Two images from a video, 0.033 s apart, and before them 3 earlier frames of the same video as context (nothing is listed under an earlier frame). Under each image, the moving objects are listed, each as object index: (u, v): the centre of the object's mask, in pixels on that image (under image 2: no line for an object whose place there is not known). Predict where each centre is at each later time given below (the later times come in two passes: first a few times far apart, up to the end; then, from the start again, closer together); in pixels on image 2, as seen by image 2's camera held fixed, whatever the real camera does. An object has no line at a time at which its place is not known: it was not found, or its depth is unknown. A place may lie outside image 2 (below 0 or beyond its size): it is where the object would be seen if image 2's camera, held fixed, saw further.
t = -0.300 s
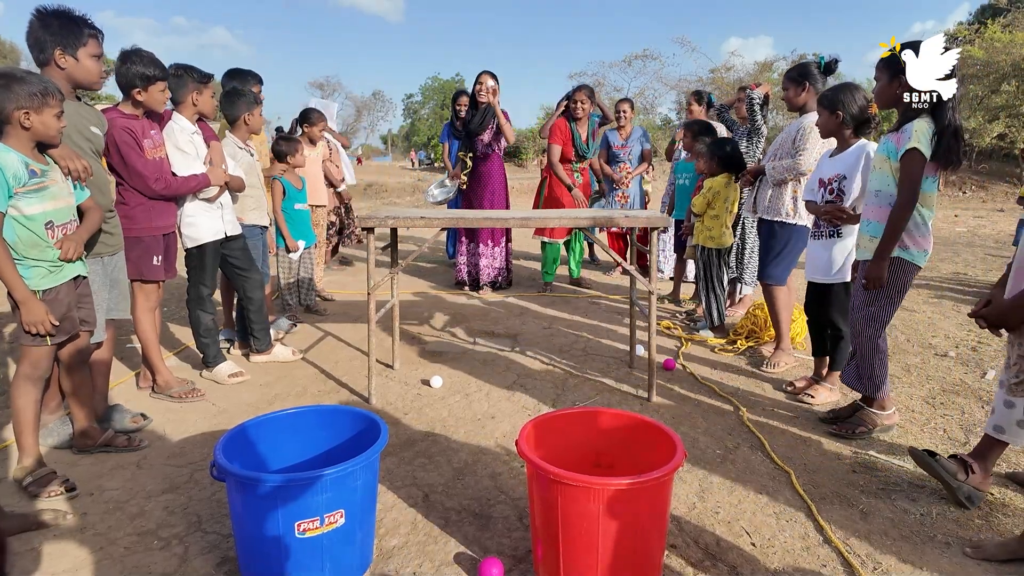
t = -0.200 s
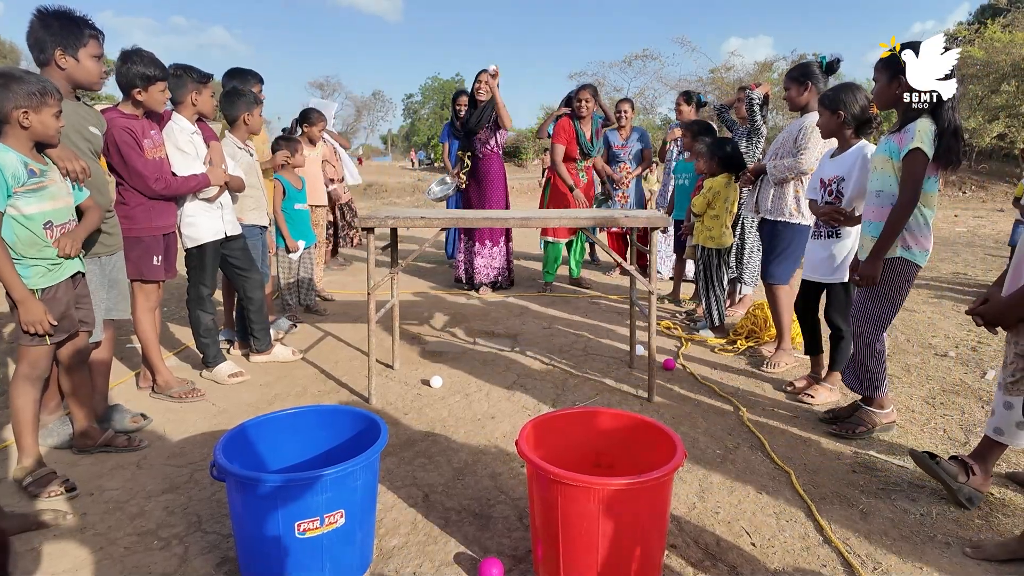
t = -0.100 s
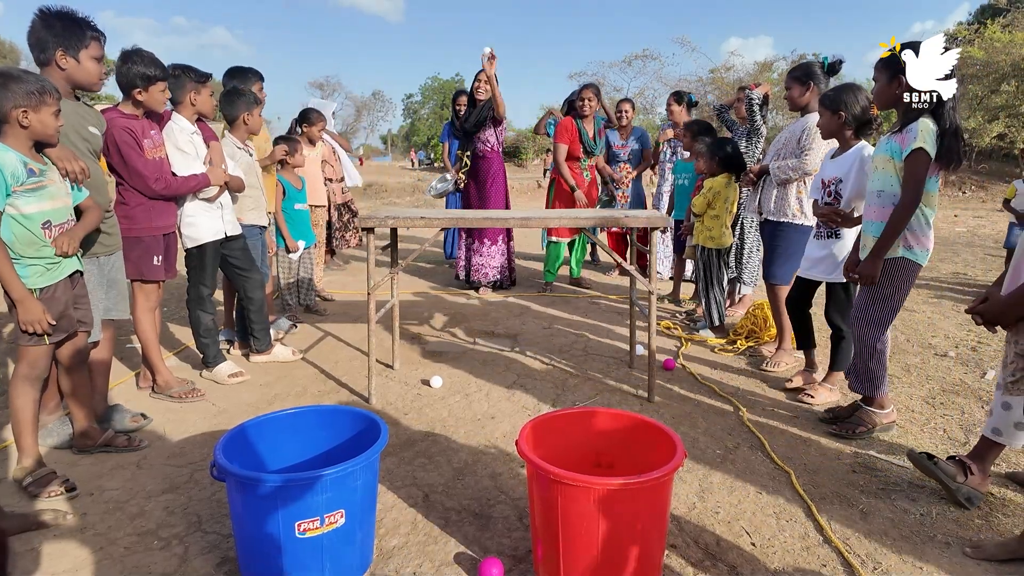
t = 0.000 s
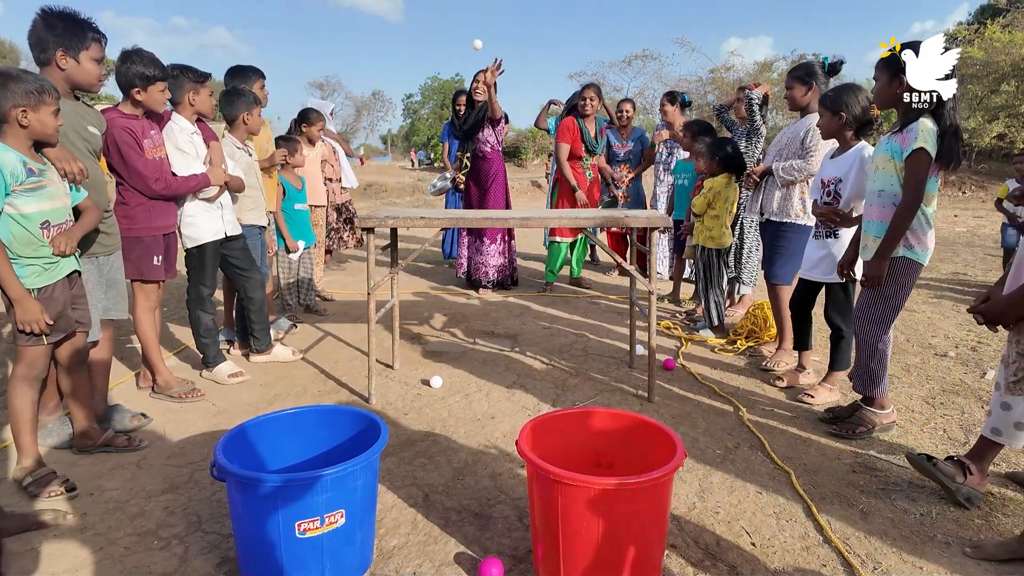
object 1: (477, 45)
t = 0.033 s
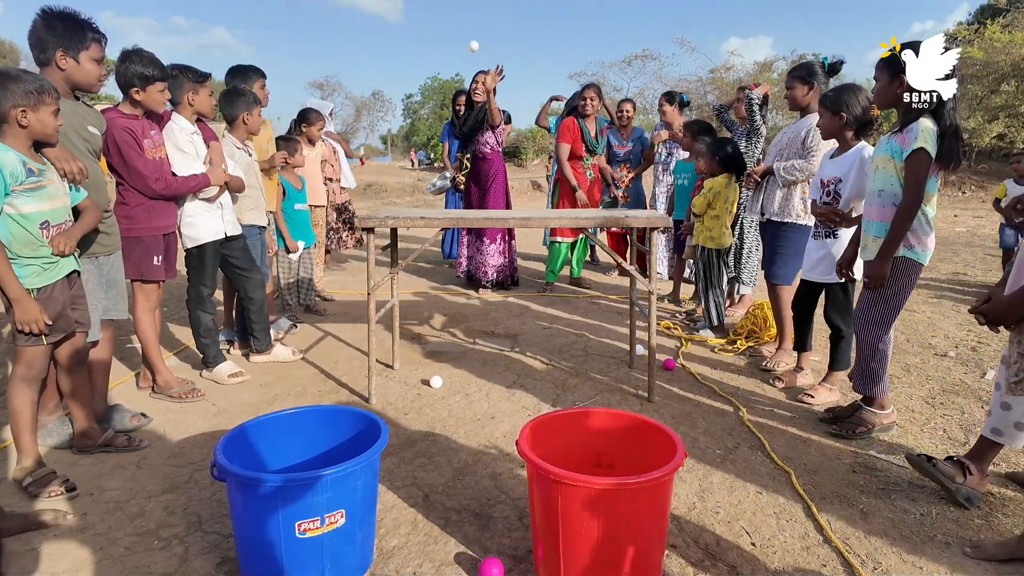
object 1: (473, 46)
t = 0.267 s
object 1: (438, 153)
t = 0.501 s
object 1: (383, 505)
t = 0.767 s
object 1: (545, 388)
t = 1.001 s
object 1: (676, 492)
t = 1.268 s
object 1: (823, 557)
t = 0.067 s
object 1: (469, 51)
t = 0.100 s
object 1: (465, 58)
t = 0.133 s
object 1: (460, 68)
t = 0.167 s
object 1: (455, 82)
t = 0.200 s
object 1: (450, 102)
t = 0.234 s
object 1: (444, 124)
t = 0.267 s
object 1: (438, 153)
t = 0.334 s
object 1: (425, 228)
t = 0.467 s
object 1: (391, 481)
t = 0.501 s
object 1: (383, 505)
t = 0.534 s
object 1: (388, 479)
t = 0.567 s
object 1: (411, 453)
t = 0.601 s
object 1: (434, 432)
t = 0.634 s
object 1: (457, 414)
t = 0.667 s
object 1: (479, 402)
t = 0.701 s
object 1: (502, 392)
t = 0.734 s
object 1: (523, 389)
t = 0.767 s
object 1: (545, 388)
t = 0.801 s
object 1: (564, 393)
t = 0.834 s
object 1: (584, 399)
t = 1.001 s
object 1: (676, 492)
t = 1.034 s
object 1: (689, 492)
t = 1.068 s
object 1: (706, 489)
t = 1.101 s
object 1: (724, 488)
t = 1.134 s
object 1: (744, 492)
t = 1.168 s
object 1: (763, 501)
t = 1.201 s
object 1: (782, 514)
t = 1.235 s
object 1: (804, 532)
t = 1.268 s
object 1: (823, 557)
